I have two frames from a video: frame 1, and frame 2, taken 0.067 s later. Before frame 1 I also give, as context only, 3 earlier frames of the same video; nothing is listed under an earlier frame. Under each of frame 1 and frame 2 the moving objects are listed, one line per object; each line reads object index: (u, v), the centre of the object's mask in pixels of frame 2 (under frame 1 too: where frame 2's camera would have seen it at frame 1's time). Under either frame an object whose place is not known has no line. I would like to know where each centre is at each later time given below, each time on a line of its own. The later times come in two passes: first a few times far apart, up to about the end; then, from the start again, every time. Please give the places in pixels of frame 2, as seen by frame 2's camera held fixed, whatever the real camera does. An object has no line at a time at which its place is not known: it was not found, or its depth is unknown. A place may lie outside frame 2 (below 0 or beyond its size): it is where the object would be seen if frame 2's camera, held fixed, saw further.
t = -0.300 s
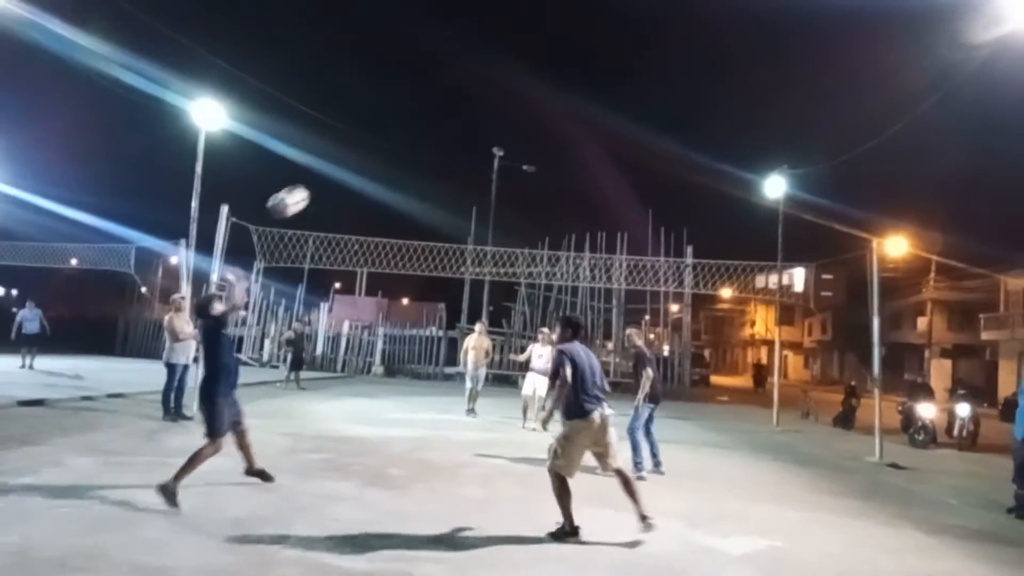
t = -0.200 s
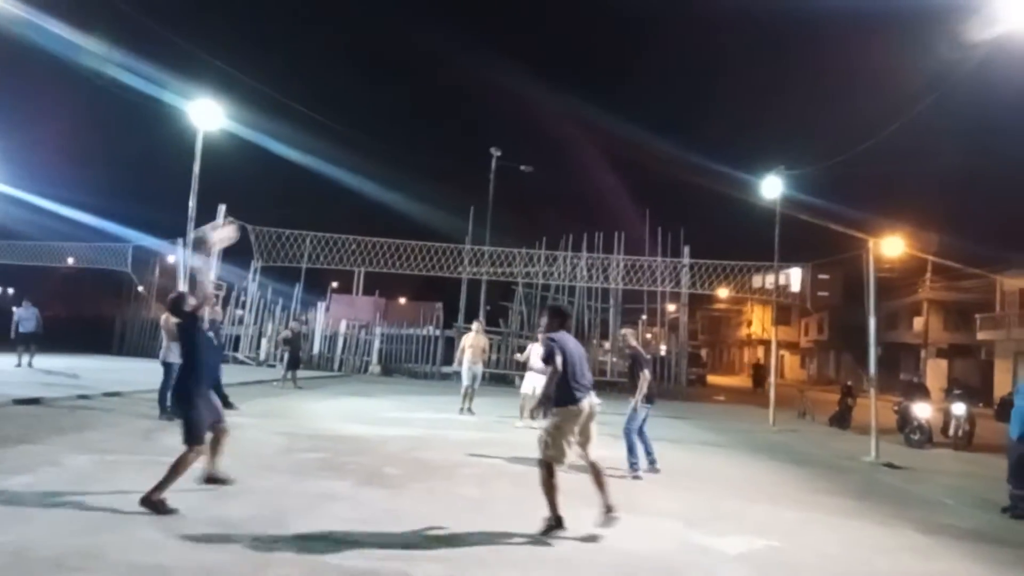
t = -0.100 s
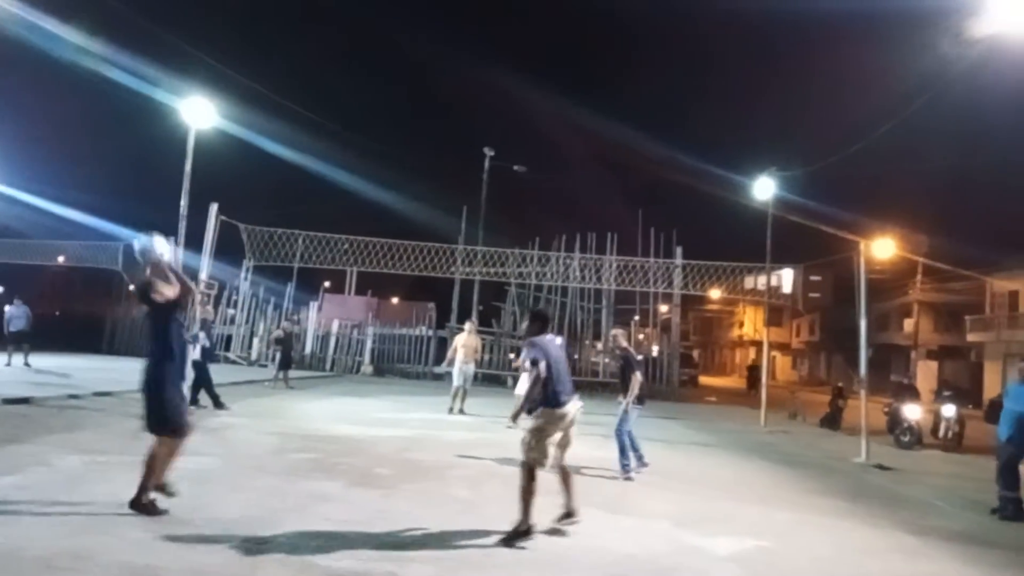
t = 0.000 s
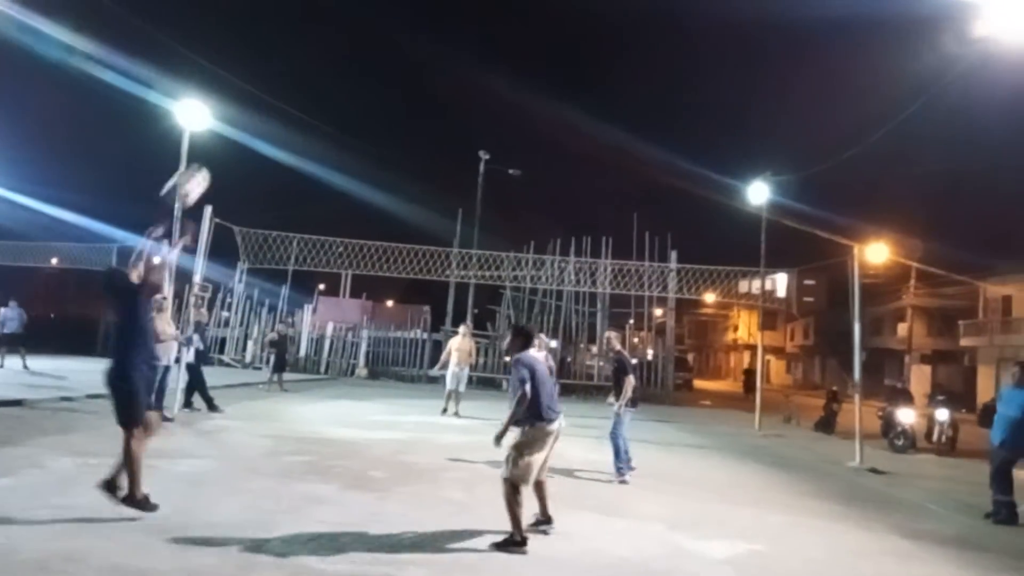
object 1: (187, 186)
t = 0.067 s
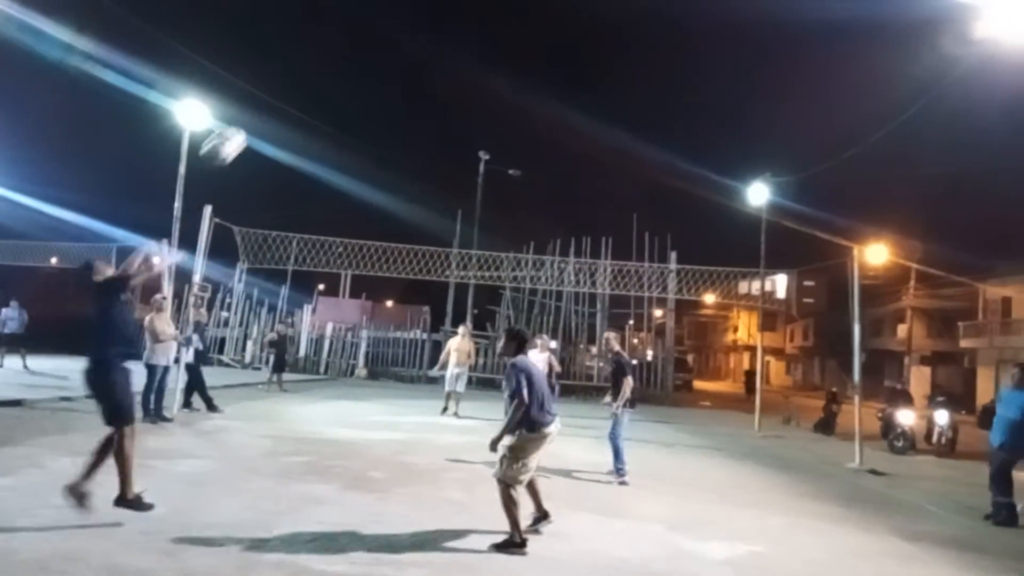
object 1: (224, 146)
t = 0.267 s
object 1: (319, 71)
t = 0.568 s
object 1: (423, 53)
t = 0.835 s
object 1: (484, 108)
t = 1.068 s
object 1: (524, 195)
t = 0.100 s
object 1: (243, 128)
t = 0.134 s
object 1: (259, 114)
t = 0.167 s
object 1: (275, 100)
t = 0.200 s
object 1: (290, 88)
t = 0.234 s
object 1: (305, 78)
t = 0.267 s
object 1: (319, 71)
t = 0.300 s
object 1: (332, 63)
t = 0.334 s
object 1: (346, 57)
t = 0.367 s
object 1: (359, 53)
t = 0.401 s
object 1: (371, 50)
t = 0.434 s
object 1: (381, 48)
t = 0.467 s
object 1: (392, 48)
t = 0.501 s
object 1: (403, 49)
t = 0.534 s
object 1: (413, 51)
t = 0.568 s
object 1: (423, 53)
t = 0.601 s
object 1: (432, 57)
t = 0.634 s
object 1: (440, 62)
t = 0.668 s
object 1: (448, 68)
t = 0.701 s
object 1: (456, 74)
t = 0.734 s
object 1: (463, 81)
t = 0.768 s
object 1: (471, 89)
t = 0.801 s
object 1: (478, 99)
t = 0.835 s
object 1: (484, 108)
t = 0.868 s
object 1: (490, 119)
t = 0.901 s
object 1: (496, 130)
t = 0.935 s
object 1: (502, 142)
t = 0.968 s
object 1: (508, 154)
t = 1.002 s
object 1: (514, 166)
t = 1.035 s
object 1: (519, 180)
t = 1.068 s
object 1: (524, 195)
